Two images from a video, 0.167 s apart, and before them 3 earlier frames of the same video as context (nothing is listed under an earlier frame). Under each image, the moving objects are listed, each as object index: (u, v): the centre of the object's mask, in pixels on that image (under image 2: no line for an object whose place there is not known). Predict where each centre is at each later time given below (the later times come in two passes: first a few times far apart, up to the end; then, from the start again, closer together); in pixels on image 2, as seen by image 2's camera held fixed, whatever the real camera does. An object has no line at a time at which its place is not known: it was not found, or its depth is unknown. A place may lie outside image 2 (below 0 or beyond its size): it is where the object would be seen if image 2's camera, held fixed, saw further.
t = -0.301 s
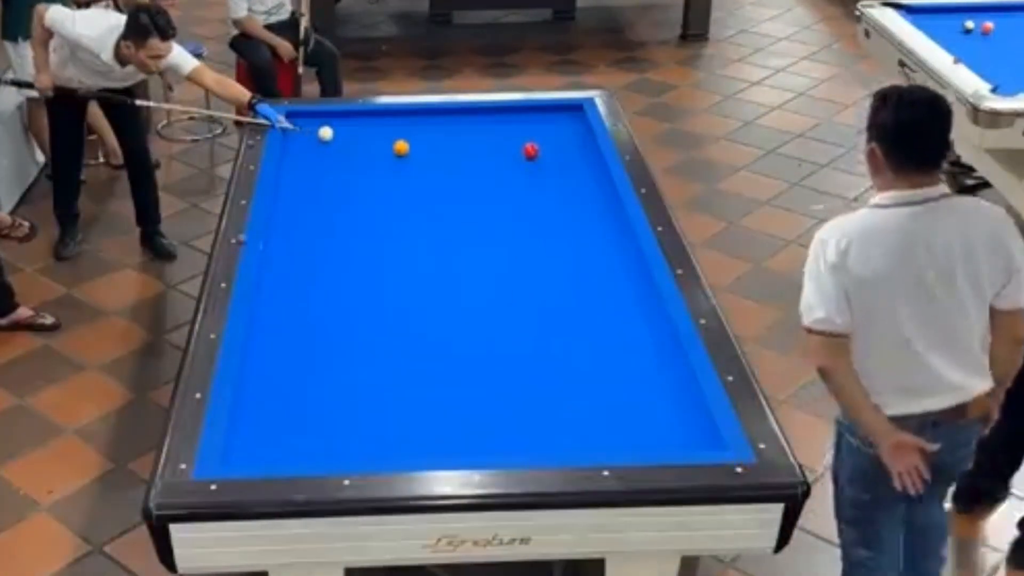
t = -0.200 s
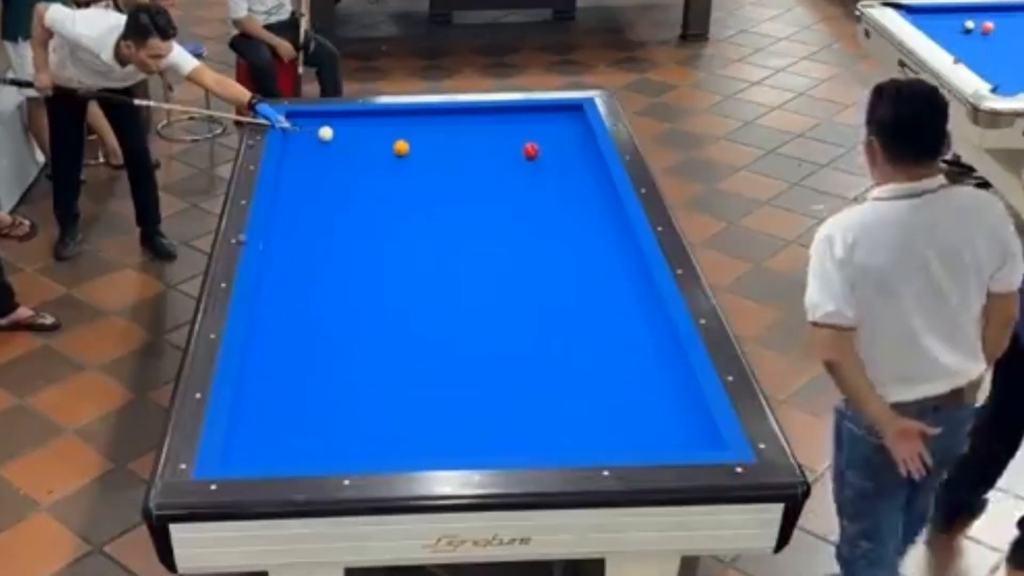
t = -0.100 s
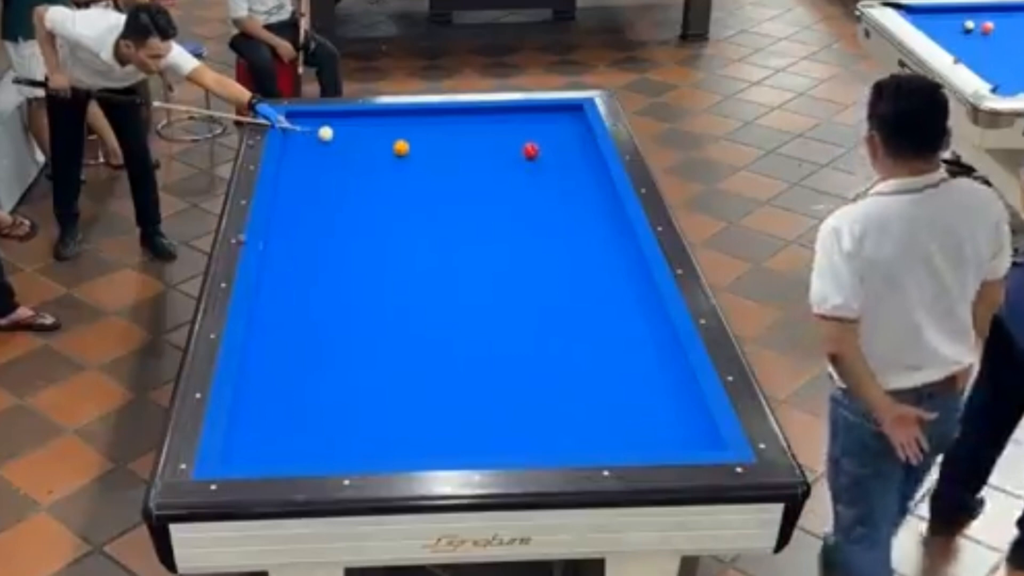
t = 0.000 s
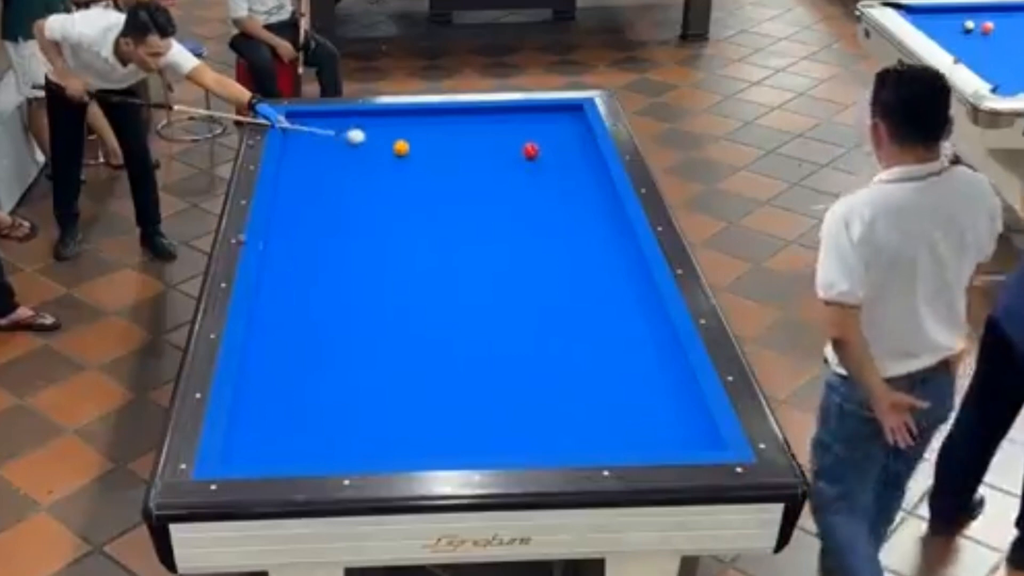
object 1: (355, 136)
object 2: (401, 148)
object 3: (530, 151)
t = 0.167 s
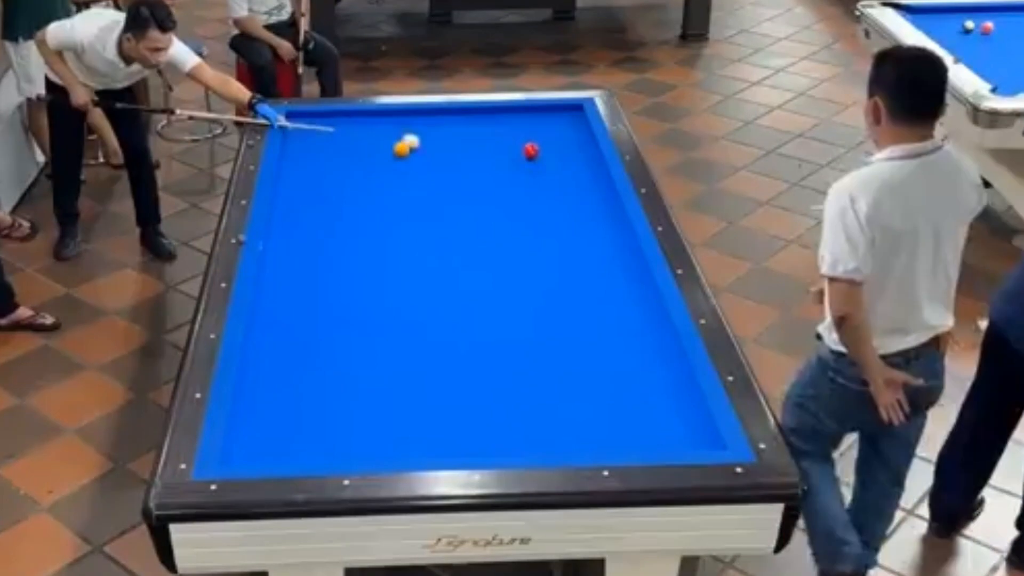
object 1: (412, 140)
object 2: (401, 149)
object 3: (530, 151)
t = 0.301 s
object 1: (453, 142)
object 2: (403, 154)
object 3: (530, 151)
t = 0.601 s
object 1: (550, 143)
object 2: (405, 164)
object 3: (530, 151)
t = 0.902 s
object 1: (554, 150)
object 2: (407, 173)
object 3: (530, 151)
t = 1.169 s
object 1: (537, 160)
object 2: (409, 182)
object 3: (507, 150)
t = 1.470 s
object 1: (522, 172)
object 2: (411, 191)
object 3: (479, 149)
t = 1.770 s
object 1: (507, 184)
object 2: (413, 200)
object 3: (452, 148)
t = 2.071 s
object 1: (493, 196)
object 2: (416, 210)
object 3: (426, 147)
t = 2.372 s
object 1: (478, 207)
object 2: (417, 218)
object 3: (402, 146)
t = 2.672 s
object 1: (464, 219)
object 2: (418, 227)
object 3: (379, 146)
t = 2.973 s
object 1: (449, 231)
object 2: (419, 234)
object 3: (357, 144)
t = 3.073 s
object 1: (445, 235)
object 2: (420, 237)
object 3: (351, 144)
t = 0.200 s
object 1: (421, 141)
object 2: (401, 151)
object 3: (530, 151)
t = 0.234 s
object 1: (432, 142)
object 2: (402, 151)
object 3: (530, 151)
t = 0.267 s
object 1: (442, 142)
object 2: (402, 152)
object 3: (530, 151)
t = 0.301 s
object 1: (453, 142)
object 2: (403, 154)
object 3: (530, 151)
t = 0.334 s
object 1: (464, 142)
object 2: (403, 155)
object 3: (530, 150)
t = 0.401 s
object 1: (485, 142)
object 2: (403, 157)
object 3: (530, 151)
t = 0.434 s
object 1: (496, 142)
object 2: (403, 158)
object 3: (531, 151)
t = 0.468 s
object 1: (506, 142)
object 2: (404, 159)
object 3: (530, 151)
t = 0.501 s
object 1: (517, 142)
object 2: (404, 160)
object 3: (531, 151)
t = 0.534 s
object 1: (527, 141)
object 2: (404, 162)
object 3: (531, 151)
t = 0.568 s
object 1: (540, 142)
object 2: (404, 162)
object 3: (530, 151)
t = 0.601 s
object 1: (550, 143)
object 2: (405, 164)
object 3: (530, 151)
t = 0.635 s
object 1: (561, 143)
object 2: (405, 165)
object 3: (530, 151)
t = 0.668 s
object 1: (571, 144)
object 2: (405, 166)
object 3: (530, 151)
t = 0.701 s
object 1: (582, 143)
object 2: (405, 167)
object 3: (530, 151)
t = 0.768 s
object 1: (582, 145)
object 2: (406, 169)
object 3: (530, 151)
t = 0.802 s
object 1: (574, 146)
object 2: (406, 170)
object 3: (530, 151)
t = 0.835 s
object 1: (567, 148)
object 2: (407, 171)
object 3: (530, 151)
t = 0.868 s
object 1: (560, 149)
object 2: (407, 172)
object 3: (530, 151)
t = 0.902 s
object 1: (554, 150)
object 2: (407, 173)
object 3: (530, 151)
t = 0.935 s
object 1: (548, 151)
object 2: (407, 174)
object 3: (530, 151)
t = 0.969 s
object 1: (546, 152)
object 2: (408, 175)
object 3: (527, 151)
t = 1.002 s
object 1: (545, 154)
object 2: (408, 176)
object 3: (522, 151)
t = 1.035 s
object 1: (543, 155)
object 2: (408, 177)
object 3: (520, 150)
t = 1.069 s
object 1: (542, 156)
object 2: (408, 179)
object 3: (516, 150)
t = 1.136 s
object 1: (538, 159)
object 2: (409, 181)
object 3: (509, 150)
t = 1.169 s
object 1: (537, 160)
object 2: (409, 182)
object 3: (507, 150)
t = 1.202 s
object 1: (535, 162)
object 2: (409, 183)
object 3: (503, 150)
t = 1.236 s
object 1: (533, 163)
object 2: (409, 184)
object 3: (500, 150)
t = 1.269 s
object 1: (532, 164)
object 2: (410, 185)
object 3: (497, 150)
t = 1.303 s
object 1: (530, 165)
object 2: (410, 186)
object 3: (494, 149)
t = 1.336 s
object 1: (528, 167)
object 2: (410, 187)
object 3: (491, 149)
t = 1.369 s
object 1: (527, 168)
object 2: (411, 188)
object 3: (488, 149)
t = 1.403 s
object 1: (525, 170)
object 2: (411, 189)
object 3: (484, 149)
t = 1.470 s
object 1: (522, 172)
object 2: (411, 191)
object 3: (479, 149)
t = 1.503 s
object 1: (521, 173)
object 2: (411, 192)
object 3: (475, 149)
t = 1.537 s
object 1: (519, 175)
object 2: (412, 193)
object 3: (472, 149)
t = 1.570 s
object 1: (517, 176)
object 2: (412, 195)
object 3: (469, 149)
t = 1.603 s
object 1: (516, 177)
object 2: (412, 196)
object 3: (466, 148)
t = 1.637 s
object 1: (514, 179)
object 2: (412, 197)
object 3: (464, 148)
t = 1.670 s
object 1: (512, 180)
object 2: (413, 198)
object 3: (460, 148)
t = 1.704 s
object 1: (511, 181)
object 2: (413, 199)
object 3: (458, 148)
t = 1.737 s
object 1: (509, 183)
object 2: (413, 199)
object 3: (454, 147)
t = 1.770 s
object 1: (507, 184)
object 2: (413, 200)
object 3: (452, 148)
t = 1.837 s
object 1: (504, 187)
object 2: (414, 202)
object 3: (445, 147)
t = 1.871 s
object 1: (503, 188)
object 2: (414, 204)
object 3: (443, 147)
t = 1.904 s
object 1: (501, 189)
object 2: (414, 204)
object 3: (440, 147)
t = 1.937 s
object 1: (499, 190)
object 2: (414, 205)
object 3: (437, 147)
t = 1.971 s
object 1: (498, 191)
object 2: (415, 206)
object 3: (435, 147)
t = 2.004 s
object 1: (496, 193)
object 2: (415, 207)
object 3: (433, 147)
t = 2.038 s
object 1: (494, 194)
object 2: (415, 209)
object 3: (429, 147)
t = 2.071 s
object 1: (493, 196)
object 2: (416, 210)
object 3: (426, 147)
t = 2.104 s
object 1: (491, 197)
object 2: (416, 210)
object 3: (424, 147)
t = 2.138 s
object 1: (489, 198)
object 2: (416, 212)
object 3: (421, 147)
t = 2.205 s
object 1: (486, 201)
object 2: (416, 213)
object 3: (415, 146)
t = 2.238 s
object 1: (485, 202)
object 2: (417, 214)
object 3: (413, 146)
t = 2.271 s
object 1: (483, 204)
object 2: (417, 215)
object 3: (410, 146)
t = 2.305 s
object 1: (482, 205)
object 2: (417, 216)
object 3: (407, 146)
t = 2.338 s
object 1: (480, 206)
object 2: (417, 217)
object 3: (405, 146)
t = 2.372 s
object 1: (478, 207)
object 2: (417, 218)
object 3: (402, 146)
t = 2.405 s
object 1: (477, 208)
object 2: (417, 219)
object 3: (400, 146)
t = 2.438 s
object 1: (475, 210)
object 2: (418, 220)
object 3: (397, 146)
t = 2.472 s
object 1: (473, 211)
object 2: (418, 221)
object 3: (394, 146)
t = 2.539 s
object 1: (470, 214)
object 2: (418, 223)
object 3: (390, 145)
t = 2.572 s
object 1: (469, 215)
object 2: (418, 224)
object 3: (387, 145)
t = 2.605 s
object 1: (467, 216)
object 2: (418, 225)
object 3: (384, 146)
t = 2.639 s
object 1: (466, 218)
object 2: (418, 226)
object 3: (381, 146)
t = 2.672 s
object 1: (464, 219)
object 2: (418, 227)
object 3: (379, 146)
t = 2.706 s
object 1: (462, 221)
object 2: (418, 228)
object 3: (376, 146)
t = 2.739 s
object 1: (460, 222)
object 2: (419, 228)
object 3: (374, 146)
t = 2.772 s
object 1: (459, 223)
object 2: (419, 229)
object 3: (372, 145)
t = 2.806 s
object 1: (458, 224)
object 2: (419, 230)
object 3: (369, 145)
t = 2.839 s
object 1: (456, 225)
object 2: (419, 231)
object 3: (367, 145)
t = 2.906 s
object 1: (453, 228)
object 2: (419, 233)
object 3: (363, 145)
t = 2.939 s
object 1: (451, 230)
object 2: (419, 234)
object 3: (360, 144)
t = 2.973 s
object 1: (449, 231)
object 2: (419, 234)
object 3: (357, 144)
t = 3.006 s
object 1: (448, 232)
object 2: (419, 235)
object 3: (356, 144)
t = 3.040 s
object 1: (446, 234)
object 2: (419, 236)
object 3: (353, 144)
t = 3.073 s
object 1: (445, 235)
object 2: (420, 237)
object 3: (351, 144)
